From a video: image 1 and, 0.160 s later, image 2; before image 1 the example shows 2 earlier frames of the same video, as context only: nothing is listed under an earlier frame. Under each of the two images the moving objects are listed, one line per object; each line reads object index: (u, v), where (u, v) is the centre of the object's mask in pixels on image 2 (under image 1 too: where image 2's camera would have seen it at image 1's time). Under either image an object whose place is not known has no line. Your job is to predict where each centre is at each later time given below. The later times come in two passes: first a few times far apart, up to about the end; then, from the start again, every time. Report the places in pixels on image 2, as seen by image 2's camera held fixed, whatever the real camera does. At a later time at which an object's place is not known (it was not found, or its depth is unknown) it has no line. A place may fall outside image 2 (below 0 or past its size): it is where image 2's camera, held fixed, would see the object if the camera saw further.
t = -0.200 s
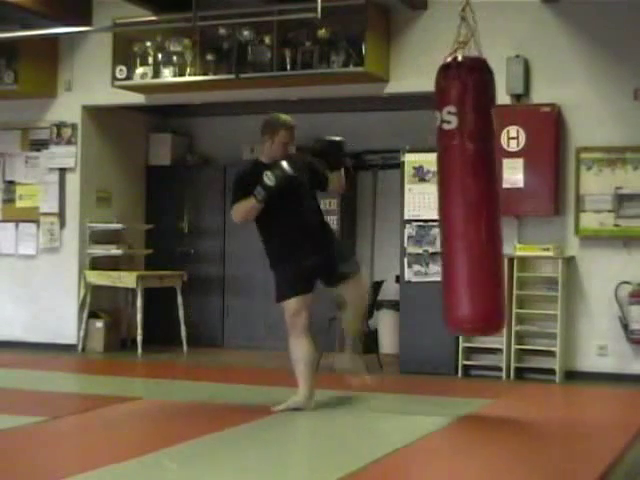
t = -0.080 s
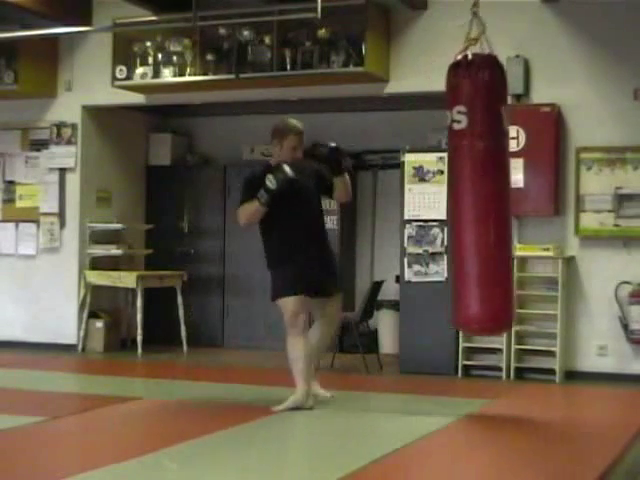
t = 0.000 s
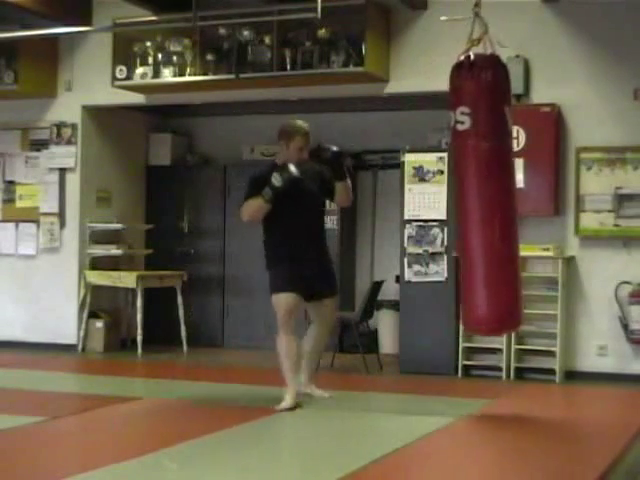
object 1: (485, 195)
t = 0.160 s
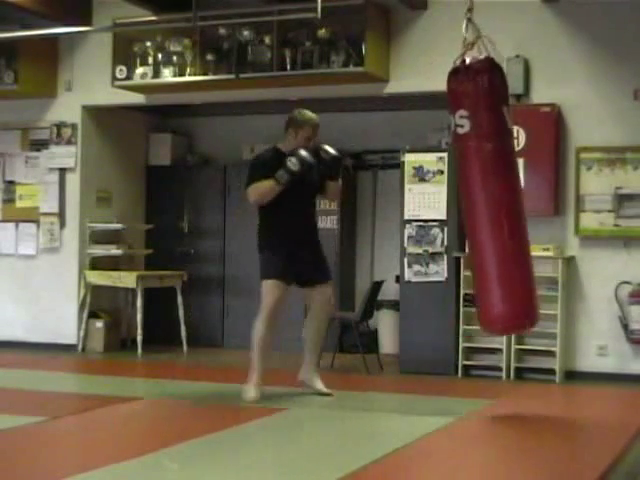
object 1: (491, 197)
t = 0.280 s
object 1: (493, 197)
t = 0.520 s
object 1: (494, 195)
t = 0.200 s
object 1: (492, 197)
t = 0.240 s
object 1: (493, 197)
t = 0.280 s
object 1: (493, 197)
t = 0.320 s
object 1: (495, 197)
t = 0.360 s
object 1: (495, 197)
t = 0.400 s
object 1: (496, 197)
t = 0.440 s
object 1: (496, 196)
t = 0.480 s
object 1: (495, 195)
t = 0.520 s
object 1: (494, 195)
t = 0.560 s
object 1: (492, 196)
